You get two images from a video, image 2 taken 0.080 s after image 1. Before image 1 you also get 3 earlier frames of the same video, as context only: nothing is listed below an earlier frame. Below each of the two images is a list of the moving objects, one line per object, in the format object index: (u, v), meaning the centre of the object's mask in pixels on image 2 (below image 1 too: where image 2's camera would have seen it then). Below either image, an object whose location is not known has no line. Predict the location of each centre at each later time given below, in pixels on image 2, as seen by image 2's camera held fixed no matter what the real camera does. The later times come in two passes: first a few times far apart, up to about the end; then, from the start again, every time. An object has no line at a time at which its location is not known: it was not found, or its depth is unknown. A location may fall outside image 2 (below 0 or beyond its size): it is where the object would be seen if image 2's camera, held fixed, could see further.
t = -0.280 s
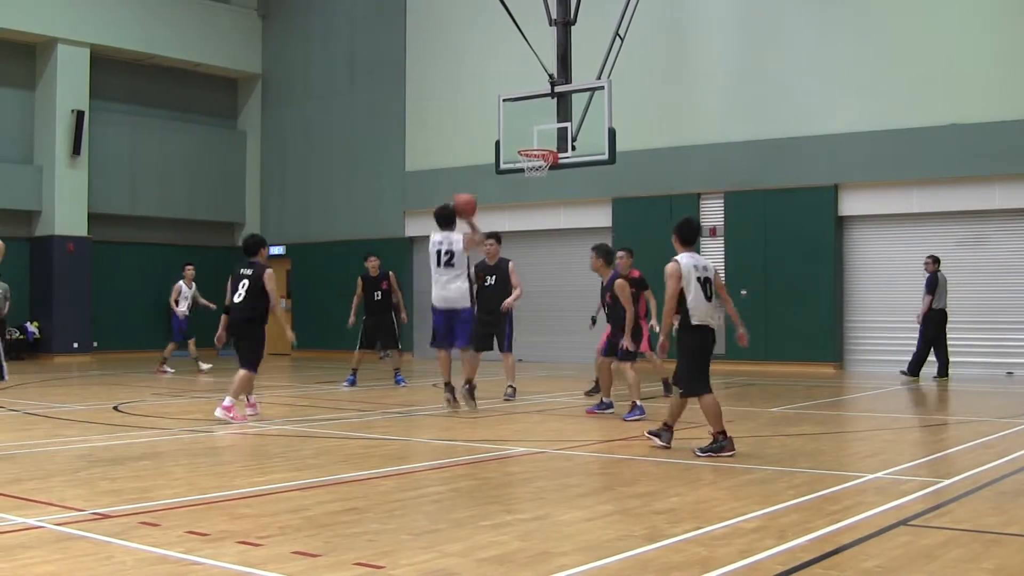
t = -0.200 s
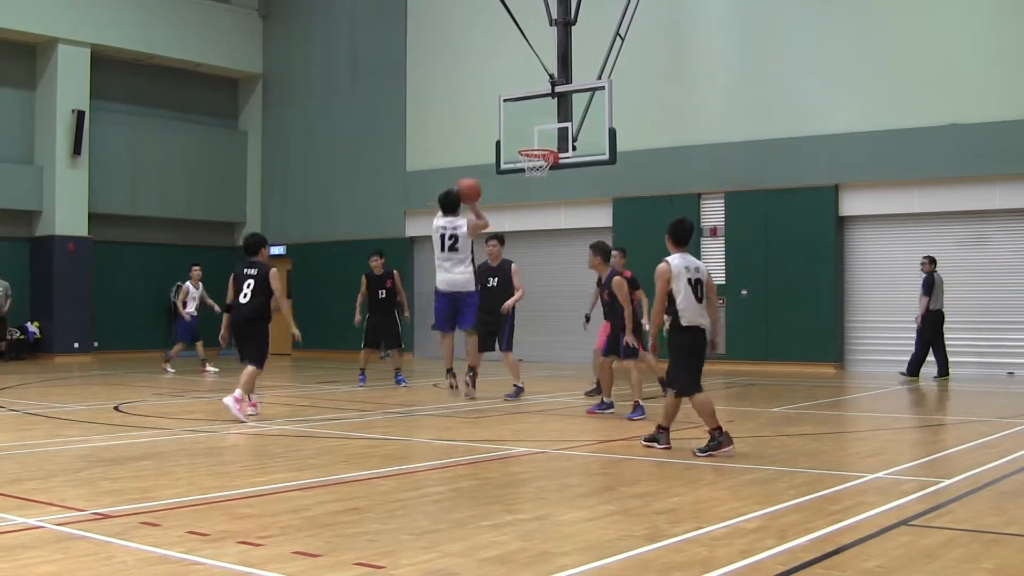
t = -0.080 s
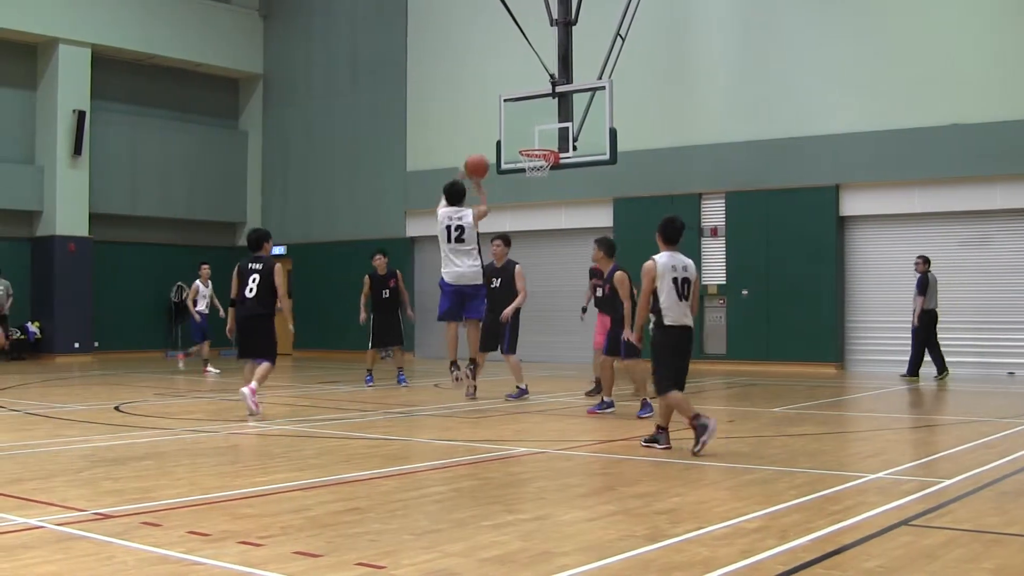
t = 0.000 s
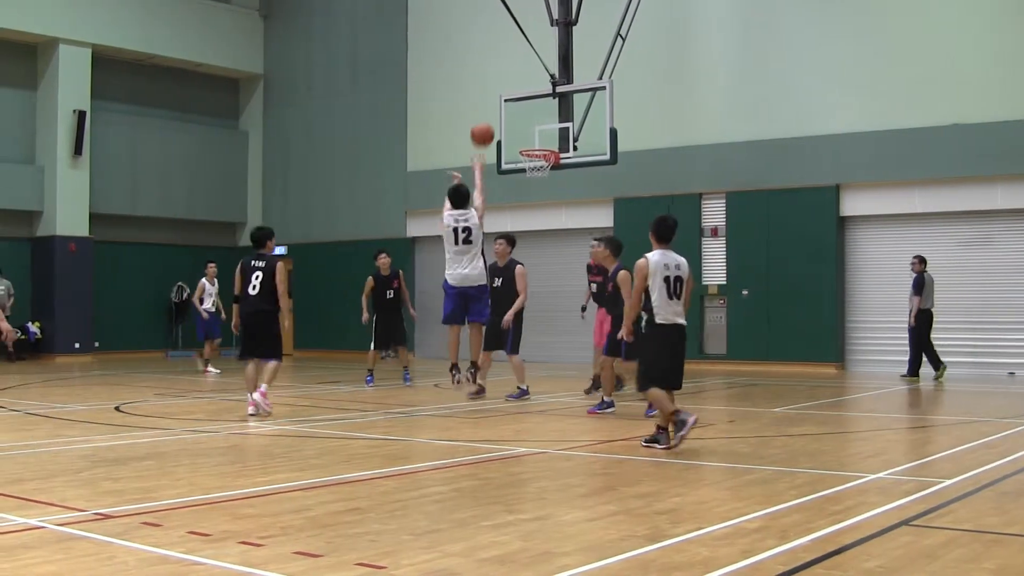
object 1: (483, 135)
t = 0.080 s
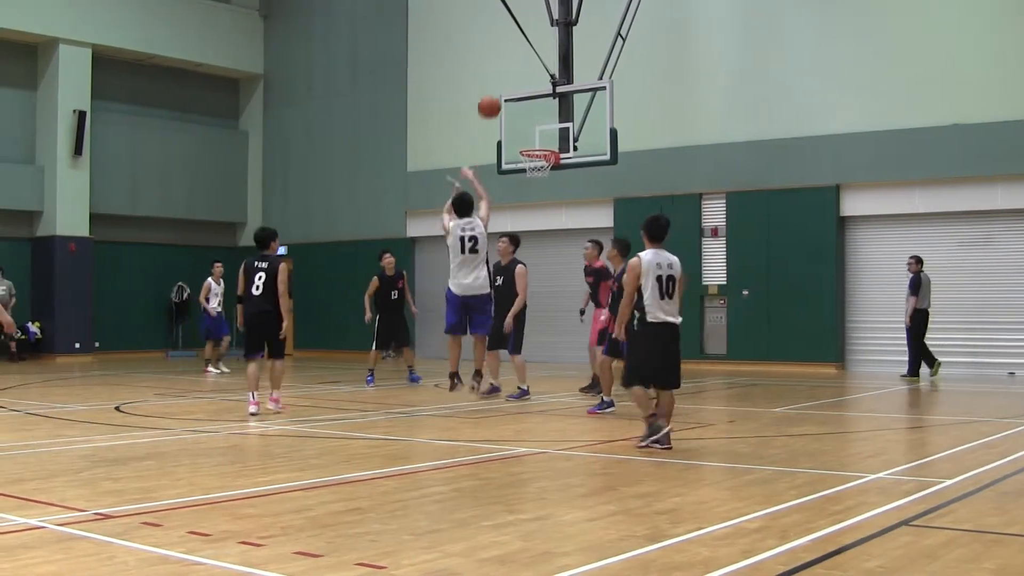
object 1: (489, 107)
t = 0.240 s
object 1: (501, 73)
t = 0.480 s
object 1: (516, 67)
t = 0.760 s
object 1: (531, 116)
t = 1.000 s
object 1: (537, 115)
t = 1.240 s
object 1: (538, 104)
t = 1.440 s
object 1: (540, 129)
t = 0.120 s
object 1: (492, 95)
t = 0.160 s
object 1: (495, 86)
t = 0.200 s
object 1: (498, 79)
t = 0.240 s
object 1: (501, 73)
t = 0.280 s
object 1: (503, 68)
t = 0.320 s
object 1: (506, 65)
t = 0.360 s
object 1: (509, 64)
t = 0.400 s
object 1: (511, 64)
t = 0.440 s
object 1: (514, 65)
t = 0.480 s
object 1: (516, 67)
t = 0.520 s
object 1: (518, 71)
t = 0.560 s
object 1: (521, 76)
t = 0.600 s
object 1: (523, 81)
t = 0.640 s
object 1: (525, 89)
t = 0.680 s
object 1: (527, 97)
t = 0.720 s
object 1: (529, 106)
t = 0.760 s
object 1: (531, 116)
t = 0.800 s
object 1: (533, 127)
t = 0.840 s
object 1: (535, 139)
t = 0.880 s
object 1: (536, 136)
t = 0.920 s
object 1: (536, 128)
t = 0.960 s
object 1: (537, 121)
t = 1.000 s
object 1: (537, 115)
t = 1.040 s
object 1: (537, 110)
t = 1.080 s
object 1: (537, 107)
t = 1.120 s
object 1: (538, 104)
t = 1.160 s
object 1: (538, 104)
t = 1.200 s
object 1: (538, 104)
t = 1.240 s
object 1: (538, 104)
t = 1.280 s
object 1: (538, 106)
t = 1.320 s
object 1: (539, 111)
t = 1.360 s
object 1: (539, 115)
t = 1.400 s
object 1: (540, 121)
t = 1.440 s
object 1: (540, 129)
